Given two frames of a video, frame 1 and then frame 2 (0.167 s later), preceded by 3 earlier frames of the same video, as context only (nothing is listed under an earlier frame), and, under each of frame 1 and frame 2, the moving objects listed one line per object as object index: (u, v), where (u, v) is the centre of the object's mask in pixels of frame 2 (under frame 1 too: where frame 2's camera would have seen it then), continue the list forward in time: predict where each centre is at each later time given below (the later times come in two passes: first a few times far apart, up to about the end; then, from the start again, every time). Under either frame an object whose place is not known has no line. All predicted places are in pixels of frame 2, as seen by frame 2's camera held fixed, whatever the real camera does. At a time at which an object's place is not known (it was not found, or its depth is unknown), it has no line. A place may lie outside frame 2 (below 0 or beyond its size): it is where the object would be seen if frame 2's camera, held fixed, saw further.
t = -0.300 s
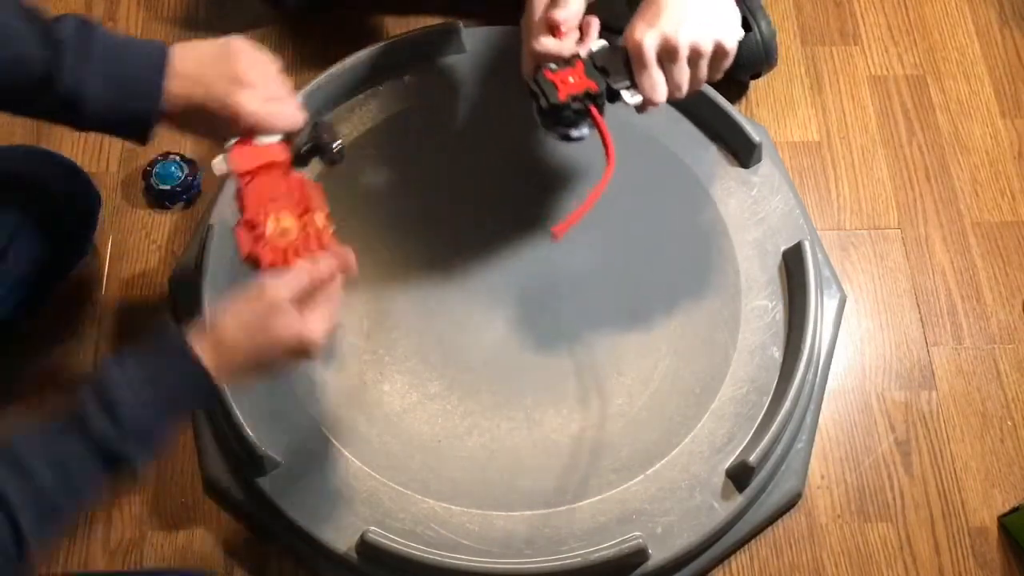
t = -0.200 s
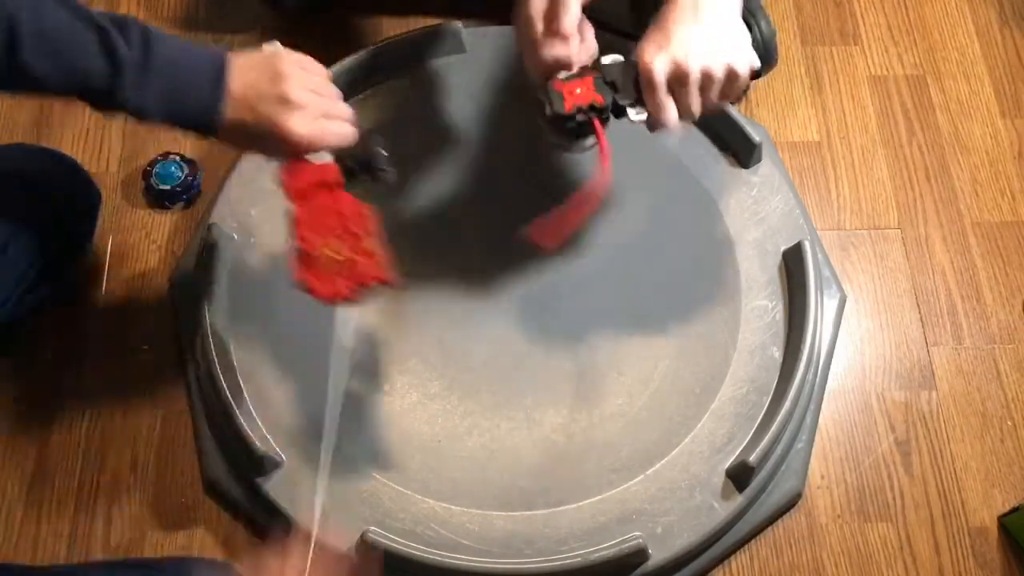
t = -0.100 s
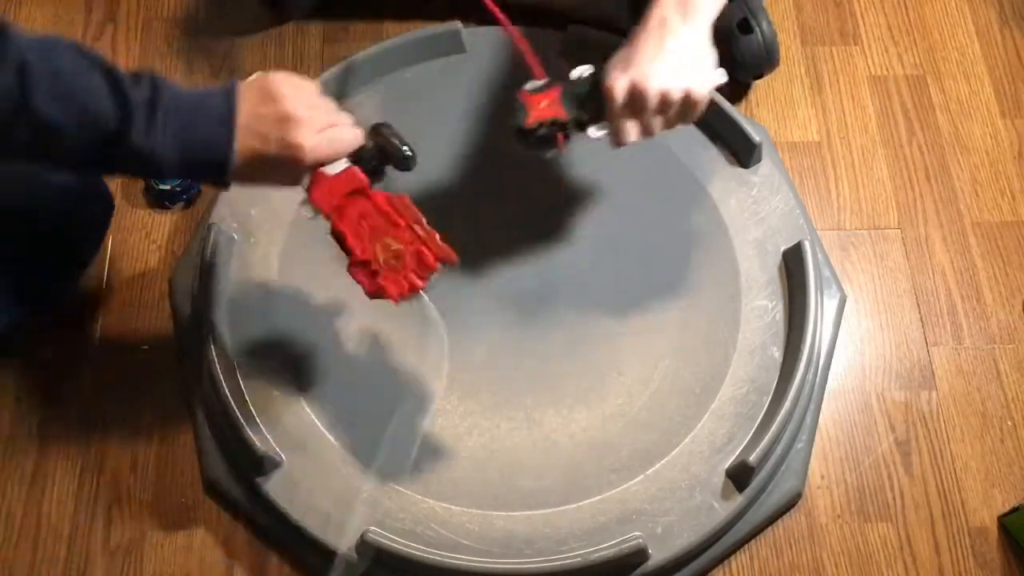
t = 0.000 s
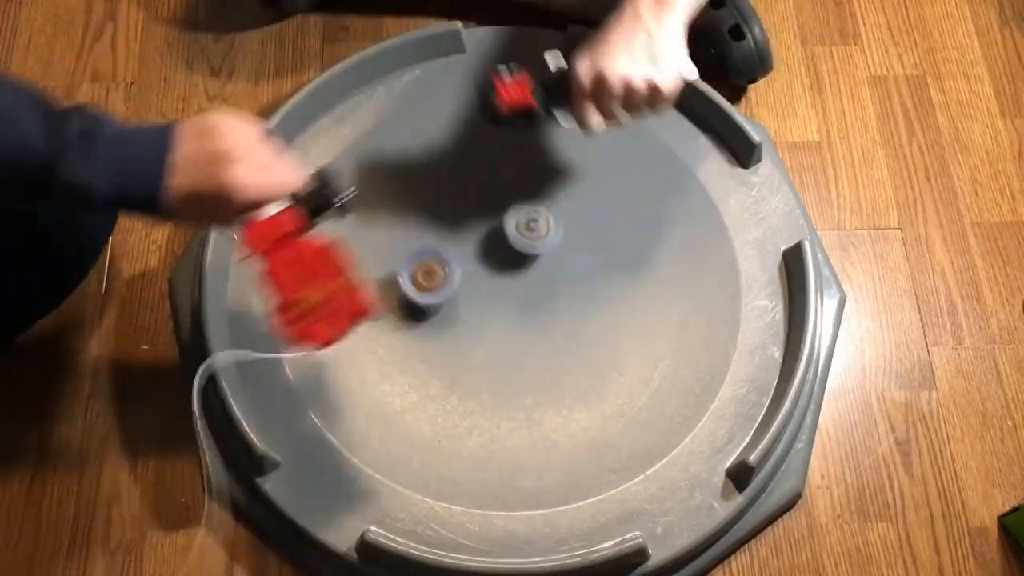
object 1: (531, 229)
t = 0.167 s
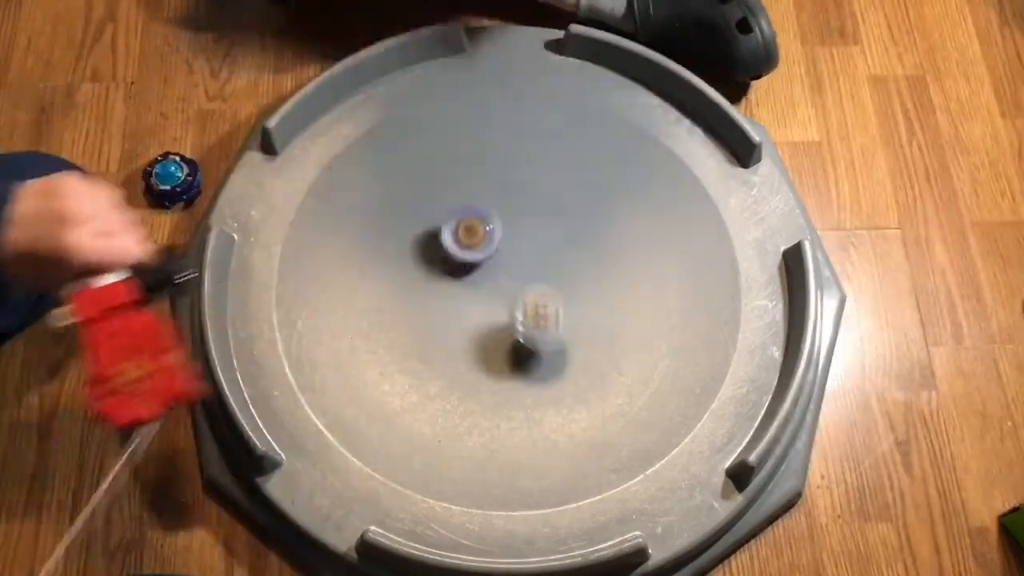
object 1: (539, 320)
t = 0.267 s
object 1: (528, 382)
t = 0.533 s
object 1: (448, 446)
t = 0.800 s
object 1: (340, 353)
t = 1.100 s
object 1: (281, 190)
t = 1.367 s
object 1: (352, 166)
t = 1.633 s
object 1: (730, 263)
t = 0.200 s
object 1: (537, 344)
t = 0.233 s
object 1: (533, 362)
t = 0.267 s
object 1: (528, 382)
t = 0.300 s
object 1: (524, 397)
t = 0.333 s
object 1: (517, 410)
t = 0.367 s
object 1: (509, 423)
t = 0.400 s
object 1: (500, 432)
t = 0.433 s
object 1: (489, 439)
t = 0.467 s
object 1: (477, 445)
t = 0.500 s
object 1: (463, 447)
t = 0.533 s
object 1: (448, 446)
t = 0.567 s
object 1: (431, 444)
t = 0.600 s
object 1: (416, 439)
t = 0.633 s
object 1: (400, 430)
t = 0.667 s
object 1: (384, 419)
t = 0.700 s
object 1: (370, 406)
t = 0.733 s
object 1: (358, 390)
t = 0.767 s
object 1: (348, 373)
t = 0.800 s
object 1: (340, 353)
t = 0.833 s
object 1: (337, 334)
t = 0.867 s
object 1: (338, 314)
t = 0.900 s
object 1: (338, 295)
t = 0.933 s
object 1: (344, 276)
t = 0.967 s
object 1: (348, 256)
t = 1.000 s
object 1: (325, 239)
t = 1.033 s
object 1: (305, 223)
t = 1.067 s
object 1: (292, 208)
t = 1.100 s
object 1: (281, 190)
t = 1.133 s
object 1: (268, 178)
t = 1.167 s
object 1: (261, 166)
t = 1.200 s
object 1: (253, 175)
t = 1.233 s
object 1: (248, 189)
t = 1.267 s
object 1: (242, 202)
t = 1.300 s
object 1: (262, 185)
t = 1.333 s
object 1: (292, 158)
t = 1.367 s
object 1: (352, 166)
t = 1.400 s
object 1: (400, 177)
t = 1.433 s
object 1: (454, 195)
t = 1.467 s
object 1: (504, 214)
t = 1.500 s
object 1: (552, 224)
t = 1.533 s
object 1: (601, 235)
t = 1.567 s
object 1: (648, 245)
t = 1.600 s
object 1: (691, 254)
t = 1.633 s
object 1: (730, 263)
